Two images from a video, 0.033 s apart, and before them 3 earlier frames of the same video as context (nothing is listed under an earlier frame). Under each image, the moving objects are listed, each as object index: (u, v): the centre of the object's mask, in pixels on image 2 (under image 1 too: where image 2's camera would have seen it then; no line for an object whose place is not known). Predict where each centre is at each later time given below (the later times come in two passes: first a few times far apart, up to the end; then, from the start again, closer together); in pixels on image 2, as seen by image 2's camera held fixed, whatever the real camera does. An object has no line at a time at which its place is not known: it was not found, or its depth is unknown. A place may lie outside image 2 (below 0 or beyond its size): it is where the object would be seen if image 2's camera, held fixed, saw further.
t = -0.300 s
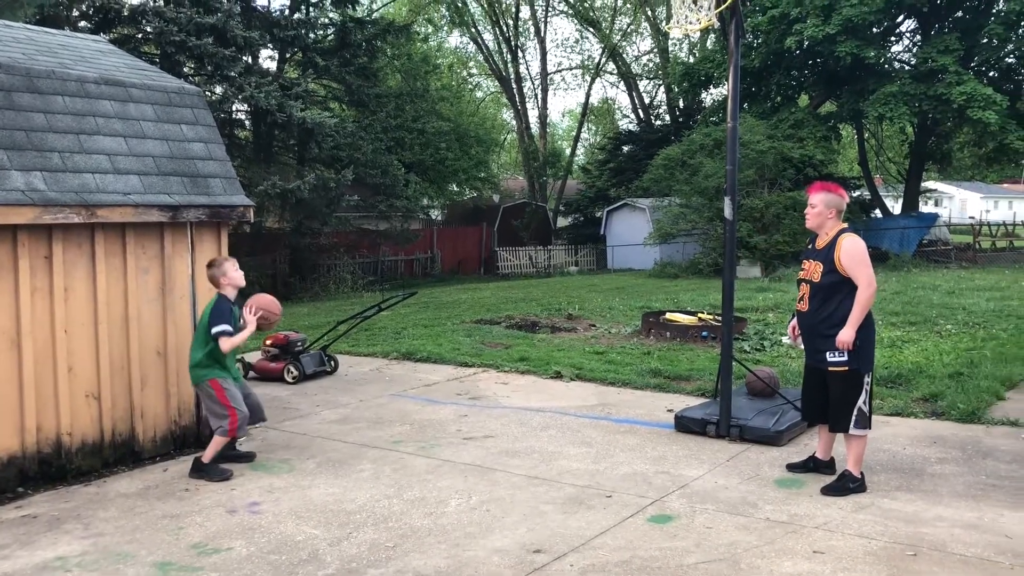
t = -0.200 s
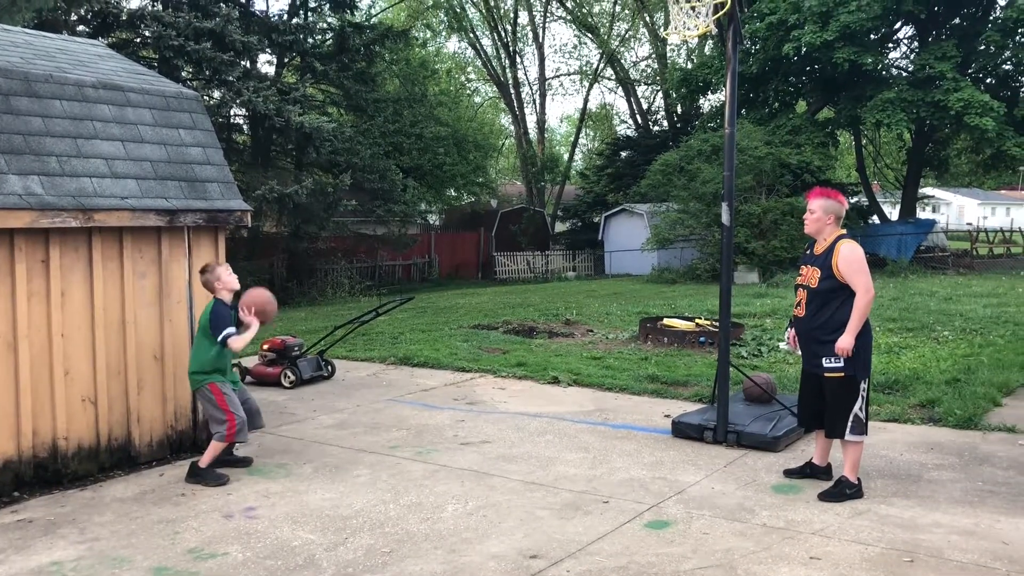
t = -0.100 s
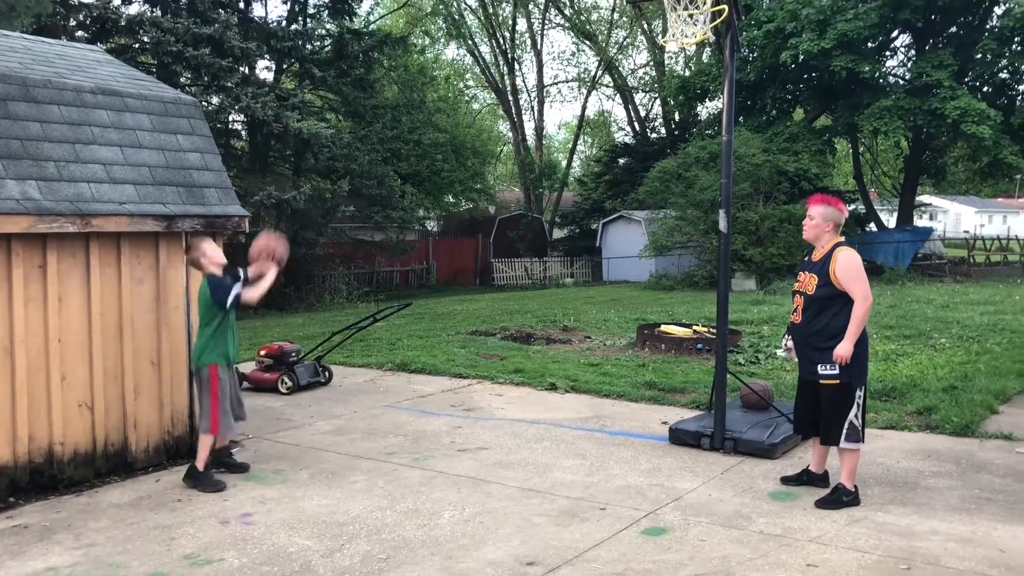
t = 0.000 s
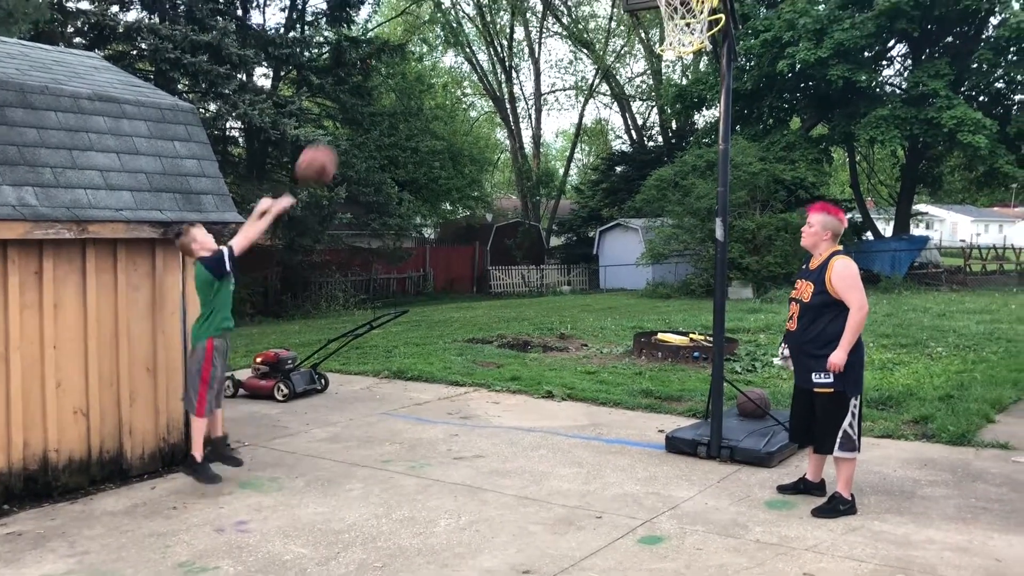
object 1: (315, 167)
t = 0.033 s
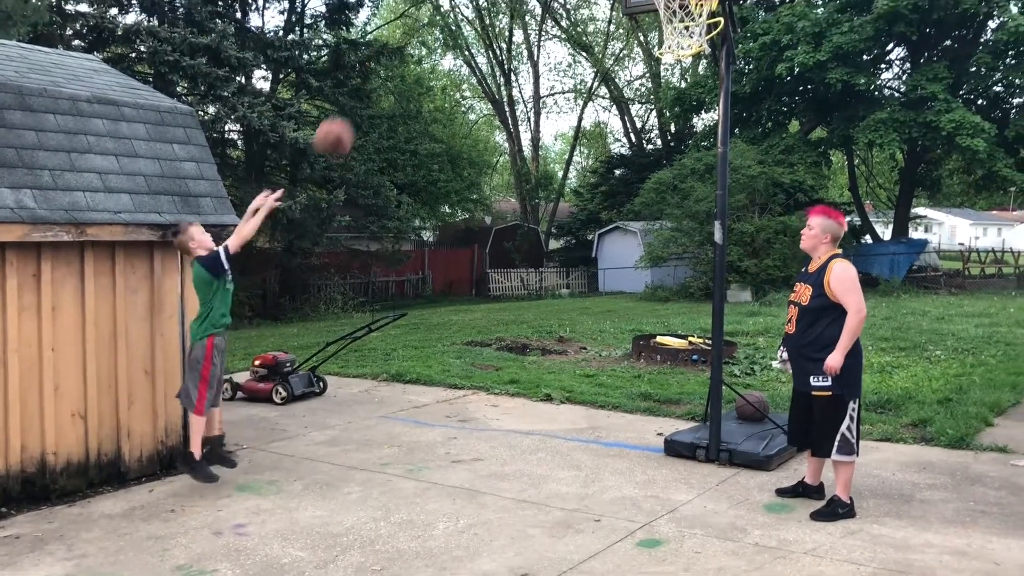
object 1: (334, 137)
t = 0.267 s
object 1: (458, -14)
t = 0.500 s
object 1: (573, -62)
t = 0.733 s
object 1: (687, -44)
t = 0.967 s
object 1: (711, -98)
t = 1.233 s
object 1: (727, -63)
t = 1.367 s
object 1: (734, 9)
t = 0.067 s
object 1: (352, 111)
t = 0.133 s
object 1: (387, 62)
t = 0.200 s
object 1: (422, 21)
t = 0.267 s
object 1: (458, -14)
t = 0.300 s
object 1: (473, -23)
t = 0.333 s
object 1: (494, -32)
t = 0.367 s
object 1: (509, -39)
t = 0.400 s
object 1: (525, -46)
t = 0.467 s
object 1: (558, -57)
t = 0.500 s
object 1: (573, -62)
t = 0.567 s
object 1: (607, -69)
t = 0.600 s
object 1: (624, -70)
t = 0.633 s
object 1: (639, -69)
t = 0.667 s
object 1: (656, -63)
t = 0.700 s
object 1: (671, -58)
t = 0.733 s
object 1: (687, -44)
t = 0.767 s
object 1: (697, -42)
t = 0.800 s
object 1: (700, -56)
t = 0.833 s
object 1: (702, -67)
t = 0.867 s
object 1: (704, -77)
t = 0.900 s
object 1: (707, -86)
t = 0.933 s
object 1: (709, -92)
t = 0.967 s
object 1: (711, -98)
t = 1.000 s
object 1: (713, -101)
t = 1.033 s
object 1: (716, -102)
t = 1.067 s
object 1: (718, -102)
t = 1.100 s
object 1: (720, -98)
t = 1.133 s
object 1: (722, -93)
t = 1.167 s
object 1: (724, -85)
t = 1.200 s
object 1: (725, -76)
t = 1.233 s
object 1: (727, -63)
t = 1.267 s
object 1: (728, -49)
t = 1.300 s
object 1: (731, -32)
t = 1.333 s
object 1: (732, -13)
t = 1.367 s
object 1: (734, 9)
